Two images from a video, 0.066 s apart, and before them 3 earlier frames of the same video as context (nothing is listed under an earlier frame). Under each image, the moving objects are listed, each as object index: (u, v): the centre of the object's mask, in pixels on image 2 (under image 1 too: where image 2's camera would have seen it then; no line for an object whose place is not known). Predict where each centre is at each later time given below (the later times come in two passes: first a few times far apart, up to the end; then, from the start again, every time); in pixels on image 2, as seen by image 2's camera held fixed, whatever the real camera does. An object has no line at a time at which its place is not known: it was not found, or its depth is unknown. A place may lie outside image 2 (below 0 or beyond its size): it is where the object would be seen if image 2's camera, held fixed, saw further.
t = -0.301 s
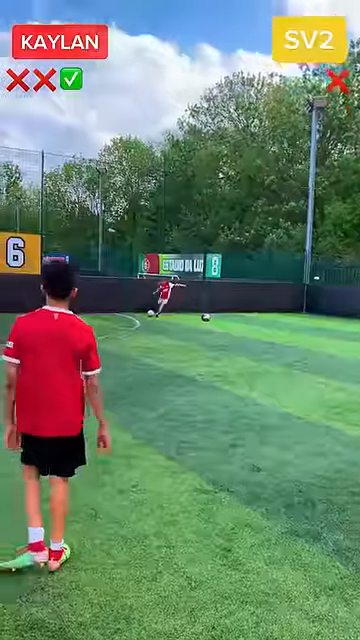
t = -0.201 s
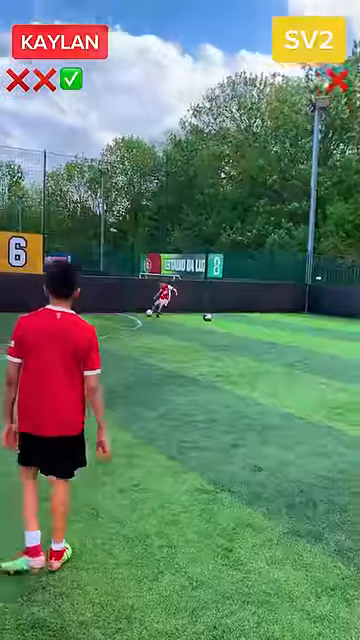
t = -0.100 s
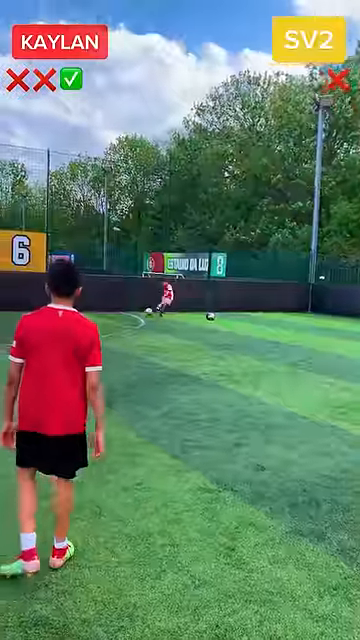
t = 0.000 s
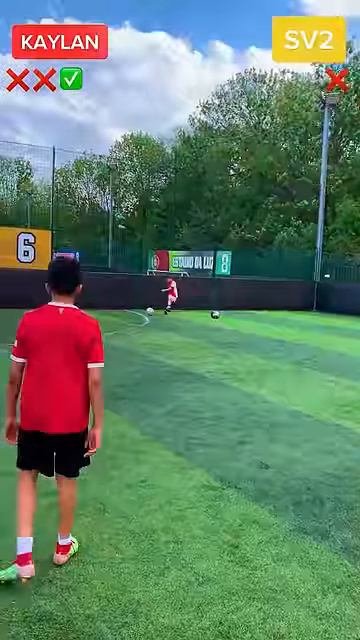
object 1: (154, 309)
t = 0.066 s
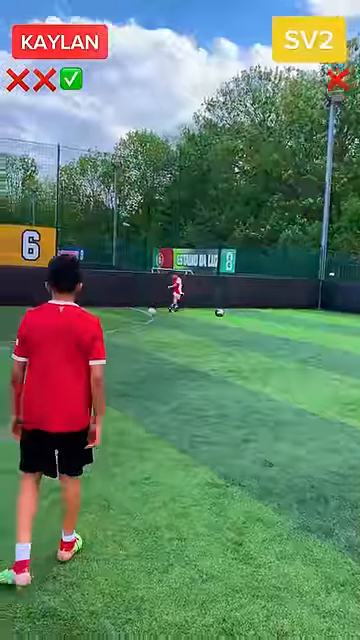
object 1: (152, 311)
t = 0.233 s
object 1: (145, 325)
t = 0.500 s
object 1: (133, 347)
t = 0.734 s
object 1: (122, 365)
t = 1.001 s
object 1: (107, 403)
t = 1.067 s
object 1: (102, 417)
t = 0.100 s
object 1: (151, 313)
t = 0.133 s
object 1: (149, 318)
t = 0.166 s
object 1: (147, 320)
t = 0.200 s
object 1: (145, 325)
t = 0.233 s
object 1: (145, 325)
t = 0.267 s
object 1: (144, 325)
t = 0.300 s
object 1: (142, 326)
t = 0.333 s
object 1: (141, 327)
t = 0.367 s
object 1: (140, 329)
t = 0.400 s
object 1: (138, 332)
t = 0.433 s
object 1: (136, 335)
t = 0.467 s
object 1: (136, 341)
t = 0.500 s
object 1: (133, 347)
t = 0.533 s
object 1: (132, 349)
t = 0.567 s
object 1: (130, 349)
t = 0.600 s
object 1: (129, 350)
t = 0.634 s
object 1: (127, 353)
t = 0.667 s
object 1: (125, 356)
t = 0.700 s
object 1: (122, 361)
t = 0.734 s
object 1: (122, 365)
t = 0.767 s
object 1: (119, 373)
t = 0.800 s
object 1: (117, 378)
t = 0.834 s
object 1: (116, 380)
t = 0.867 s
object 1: (115, 381)
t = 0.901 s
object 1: (113, 385)
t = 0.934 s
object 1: (110, 389)
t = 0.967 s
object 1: (109, 395)
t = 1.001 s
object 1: (107, 403)
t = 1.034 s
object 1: (105, 413)
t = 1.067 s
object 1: (102, 417)
